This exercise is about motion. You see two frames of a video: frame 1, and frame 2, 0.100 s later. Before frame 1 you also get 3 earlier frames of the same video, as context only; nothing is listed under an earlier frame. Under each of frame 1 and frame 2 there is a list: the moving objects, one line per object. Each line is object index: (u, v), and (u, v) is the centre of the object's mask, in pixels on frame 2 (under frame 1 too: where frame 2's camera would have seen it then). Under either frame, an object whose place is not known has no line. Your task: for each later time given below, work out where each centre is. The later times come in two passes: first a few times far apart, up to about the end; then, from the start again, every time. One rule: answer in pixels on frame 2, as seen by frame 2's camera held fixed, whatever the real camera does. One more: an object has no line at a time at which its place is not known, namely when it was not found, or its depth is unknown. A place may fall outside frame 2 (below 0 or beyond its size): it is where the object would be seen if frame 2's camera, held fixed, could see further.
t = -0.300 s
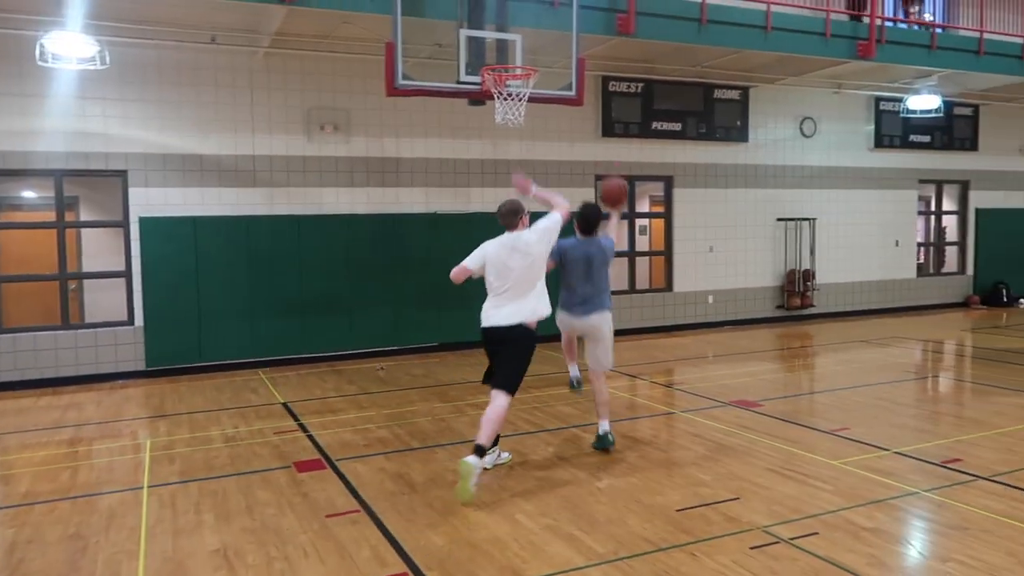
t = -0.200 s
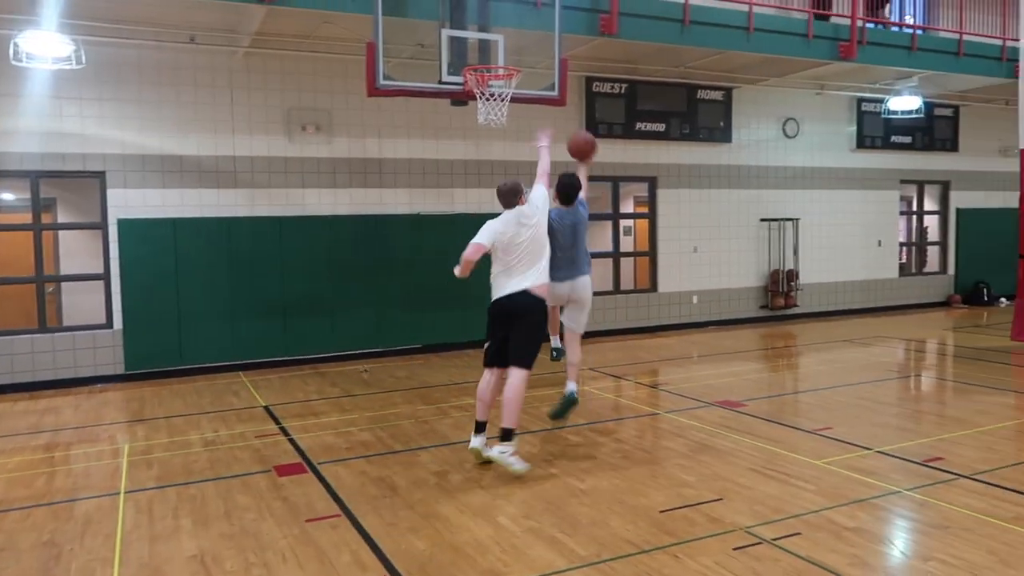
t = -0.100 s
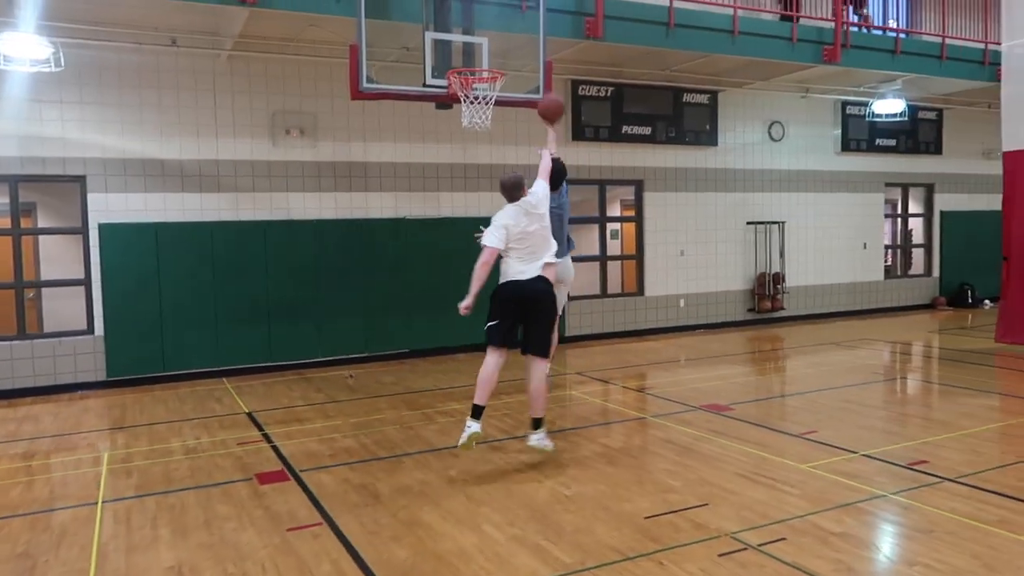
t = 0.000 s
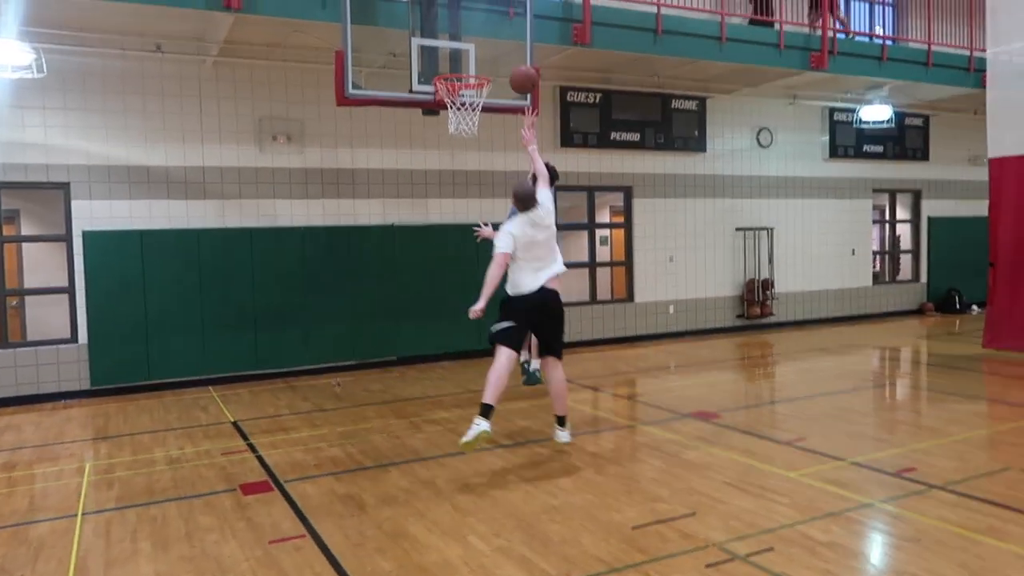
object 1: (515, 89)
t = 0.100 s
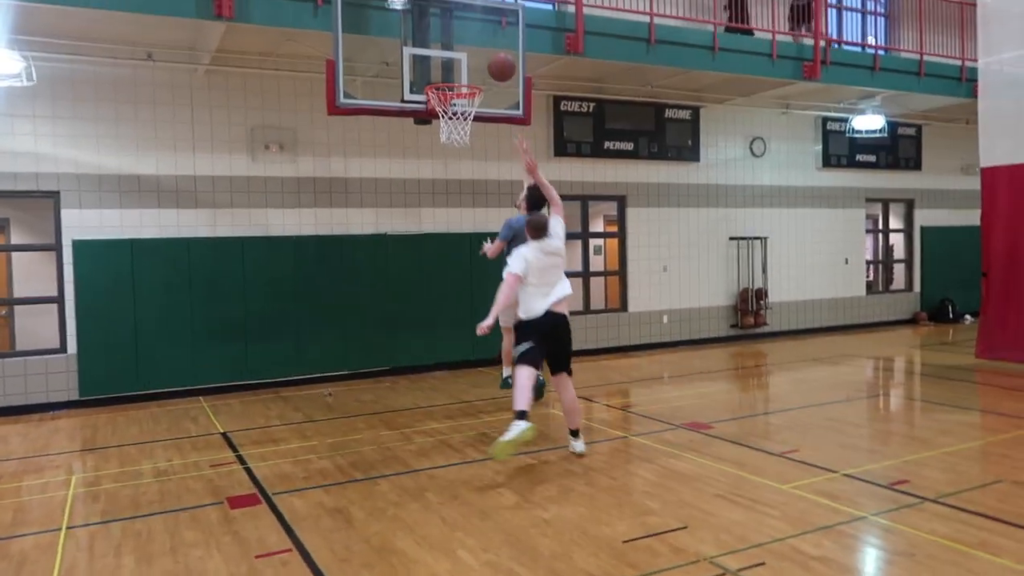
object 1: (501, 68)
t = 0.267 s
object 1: (479, 57)
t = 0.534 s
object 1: (448, 67)
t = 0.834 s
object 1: (420, 70)
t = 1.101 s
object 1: (410, 82)
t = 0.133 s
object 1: (496, 63)
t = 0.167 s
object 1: (492, 59)
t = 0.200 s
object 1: (487, 57)
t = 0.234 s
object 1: (483, 57)
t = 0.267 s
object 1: (479, 57)
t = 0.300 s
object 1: (474, 59)
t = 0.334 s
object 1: (470, 62)
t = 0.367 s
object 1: (466, 66)
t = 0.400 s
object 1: (462, 72)
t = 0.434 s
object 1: (458, 75)
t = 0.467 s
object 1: (454, 73)
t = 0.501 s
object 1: (451, 70)
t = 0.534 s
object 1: (448, 67)
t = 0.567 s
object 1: (445, 64)
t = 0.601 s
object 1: (442, 63)
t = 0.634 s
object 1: (439, 63)
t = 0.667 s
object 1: (436, 64)
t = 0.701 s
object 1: (433, 67)
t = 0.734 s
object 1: (430, 70)
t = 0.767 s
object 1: (426, 74)
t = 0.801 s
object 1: (424, 72)
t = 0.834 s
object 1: (420, 70)
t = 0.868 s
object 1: (418, 69)
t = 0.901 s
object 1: (415, 68)
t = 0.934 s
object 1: (414, 68)
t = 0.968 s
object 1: (413, 68)
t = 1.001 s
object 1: (412, 69)
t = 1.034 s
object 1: (411, 72)
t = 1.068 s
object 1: (411, 77)
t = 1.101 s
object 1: (410, 82)
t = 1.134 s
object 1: (410, 88)
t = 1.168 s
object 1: (408, 97)
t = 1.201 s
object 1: (408, 107)
